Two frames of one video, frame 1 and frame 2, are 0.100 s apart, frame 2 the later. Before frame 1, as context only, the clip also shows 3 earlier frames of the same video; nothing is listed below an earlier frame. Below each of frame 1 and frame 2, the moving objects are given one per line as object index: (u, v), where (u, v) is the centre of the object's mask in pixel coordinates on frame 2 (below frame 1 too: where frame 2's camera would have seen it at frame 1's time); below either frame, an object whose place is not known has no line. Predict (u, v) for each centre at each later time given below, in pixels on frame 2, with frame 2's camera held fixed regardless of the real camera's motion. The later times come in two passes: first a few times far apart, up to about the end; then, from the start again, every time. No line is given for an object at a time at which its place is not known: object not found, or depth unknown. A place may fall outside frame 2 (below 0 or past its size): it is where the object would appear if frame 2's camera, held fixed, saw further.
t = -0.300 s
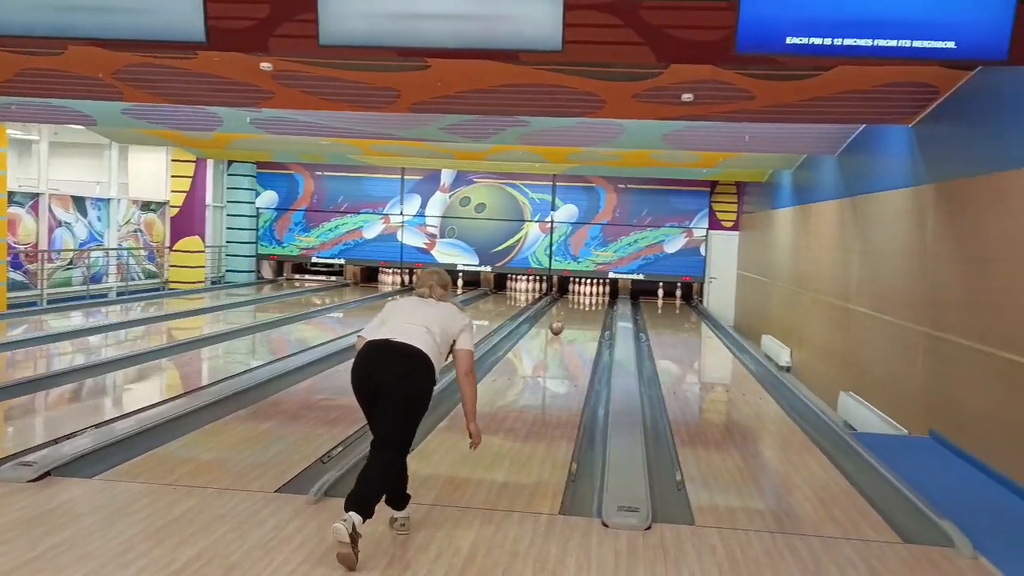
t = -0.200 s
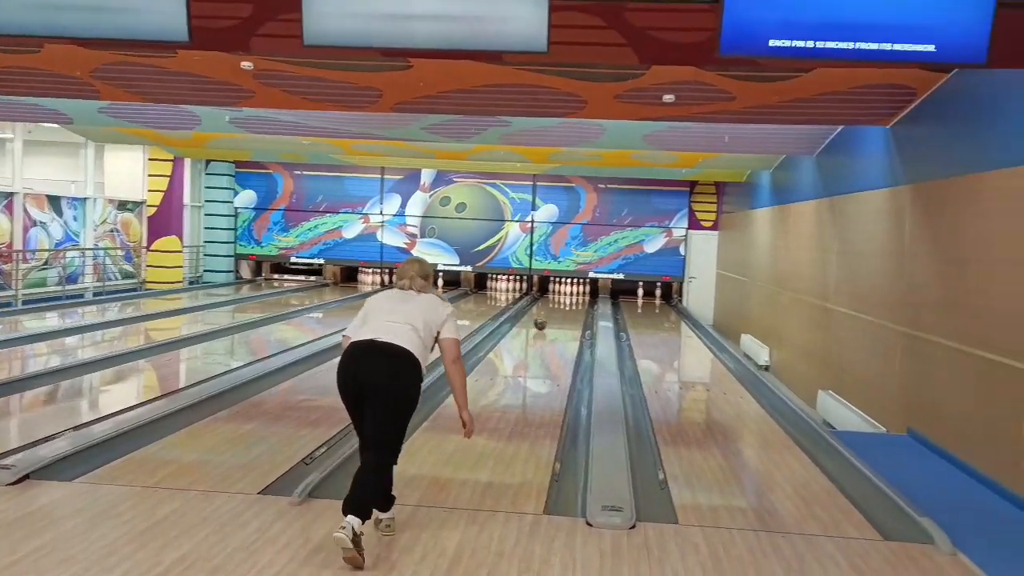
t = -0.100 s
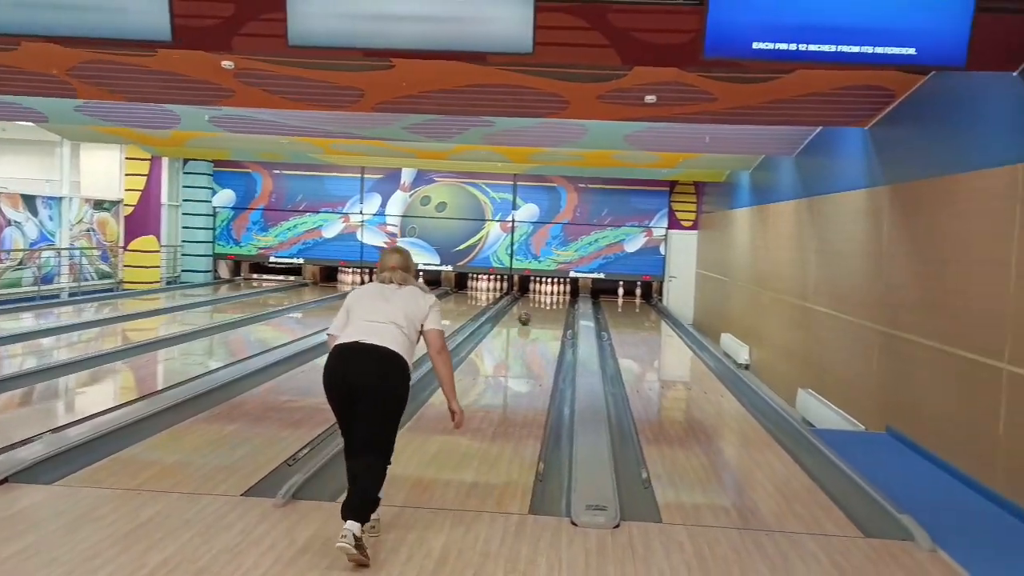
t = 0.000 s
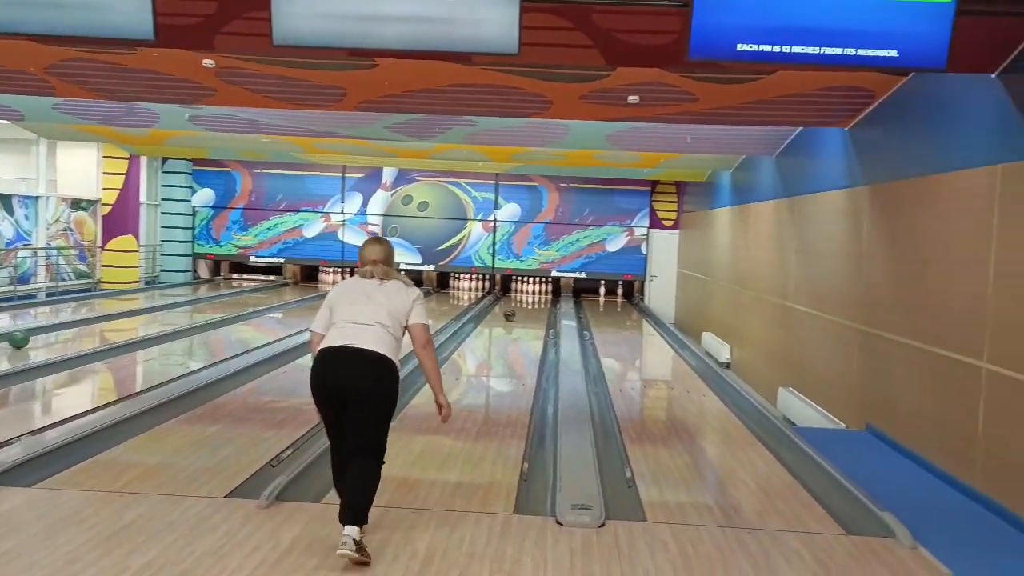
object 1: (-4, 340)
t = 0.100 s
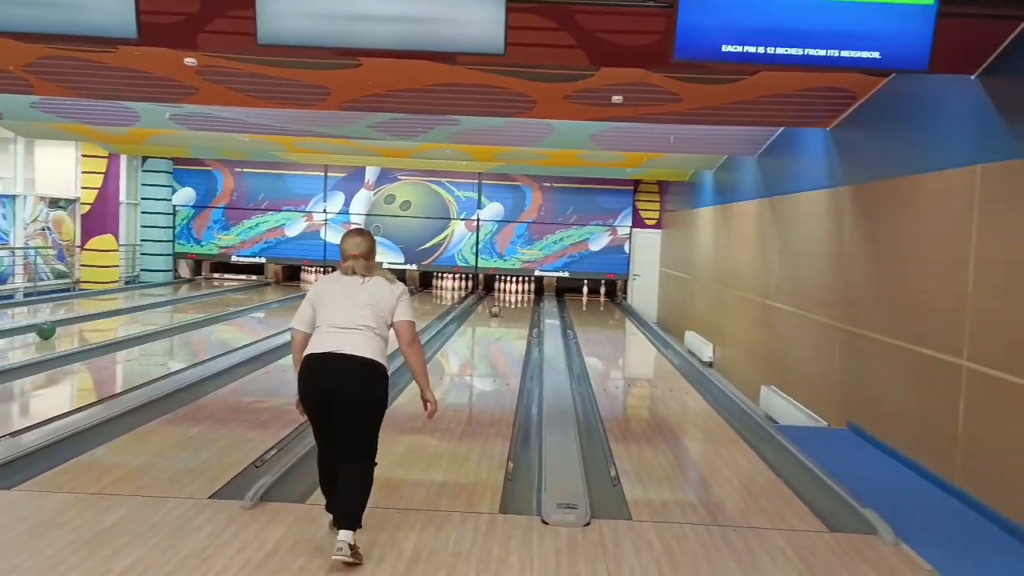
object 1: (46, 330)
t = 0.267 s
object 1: (110, 318)
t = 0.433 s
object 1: (159, 309)
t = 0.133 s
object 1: (60, 327)
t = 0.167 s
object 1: (73, 325)
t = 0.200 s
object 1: (86, 322)
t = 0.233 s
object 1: (98, 320)
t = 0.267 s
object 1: (110, 318)
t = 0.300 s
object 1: (121, 316)
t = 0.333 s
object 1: (131, 314)
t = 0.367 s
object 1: (141, 312)
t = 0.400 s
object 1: (151, 310)
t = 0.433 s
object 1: (159, 309)
